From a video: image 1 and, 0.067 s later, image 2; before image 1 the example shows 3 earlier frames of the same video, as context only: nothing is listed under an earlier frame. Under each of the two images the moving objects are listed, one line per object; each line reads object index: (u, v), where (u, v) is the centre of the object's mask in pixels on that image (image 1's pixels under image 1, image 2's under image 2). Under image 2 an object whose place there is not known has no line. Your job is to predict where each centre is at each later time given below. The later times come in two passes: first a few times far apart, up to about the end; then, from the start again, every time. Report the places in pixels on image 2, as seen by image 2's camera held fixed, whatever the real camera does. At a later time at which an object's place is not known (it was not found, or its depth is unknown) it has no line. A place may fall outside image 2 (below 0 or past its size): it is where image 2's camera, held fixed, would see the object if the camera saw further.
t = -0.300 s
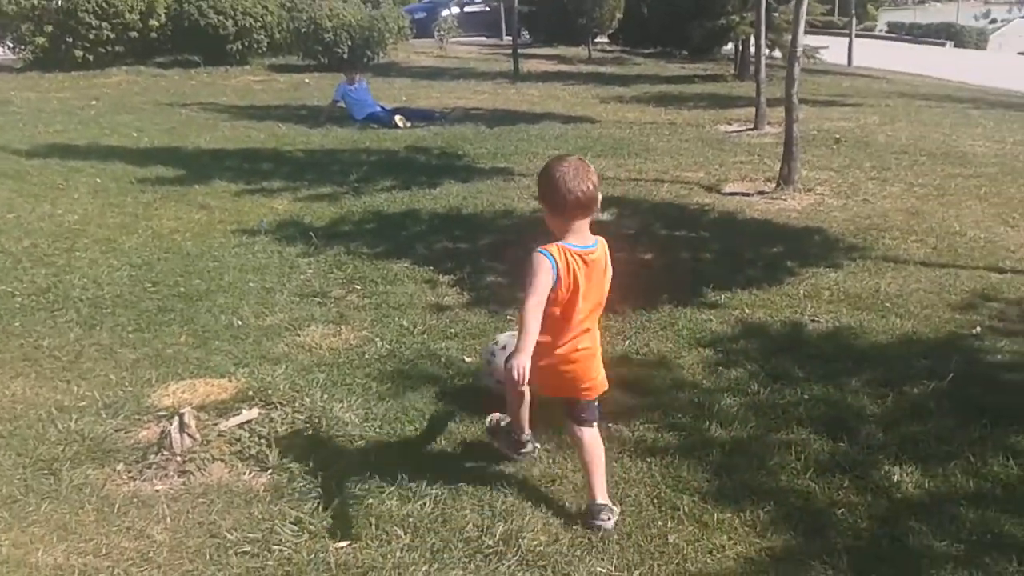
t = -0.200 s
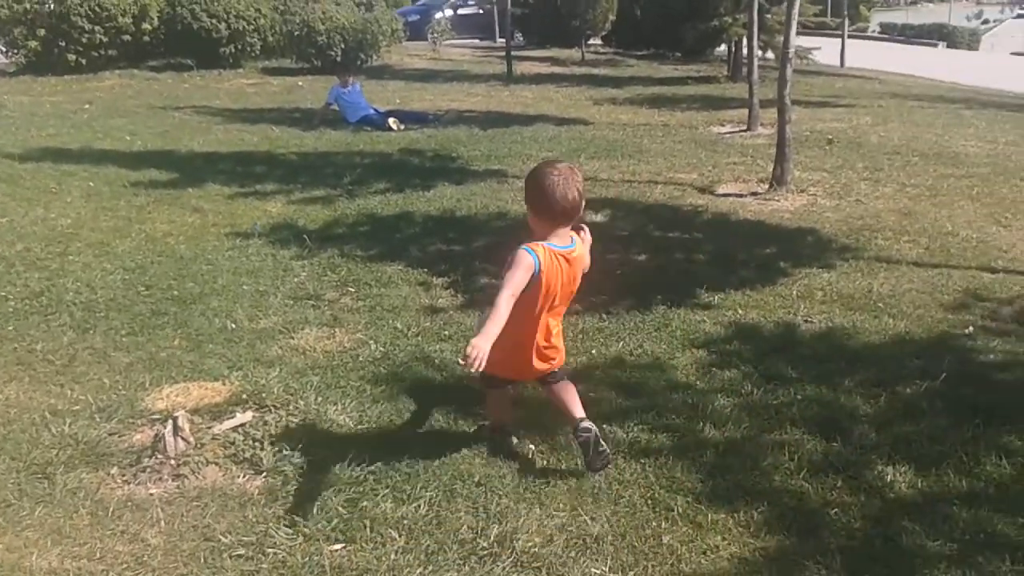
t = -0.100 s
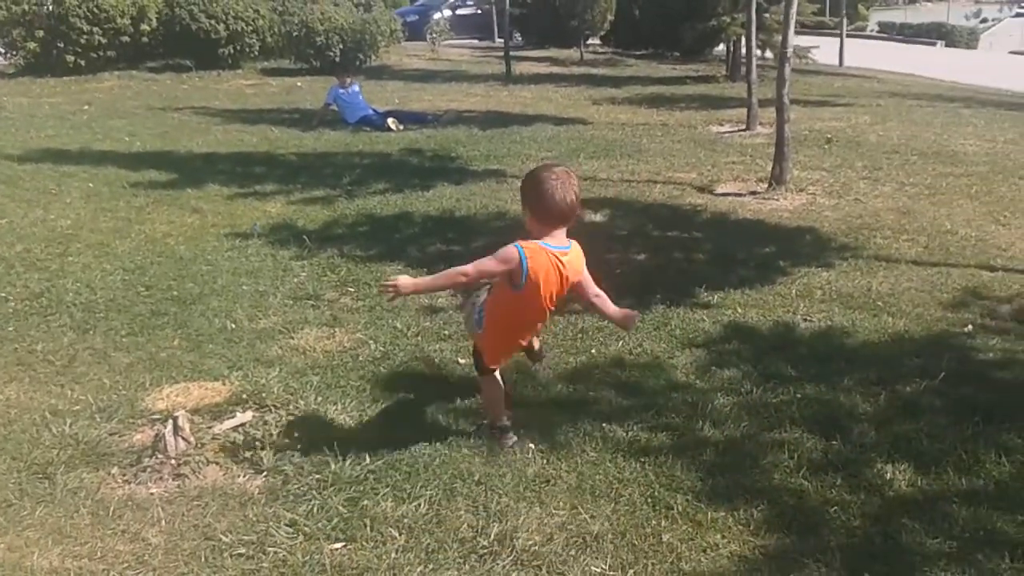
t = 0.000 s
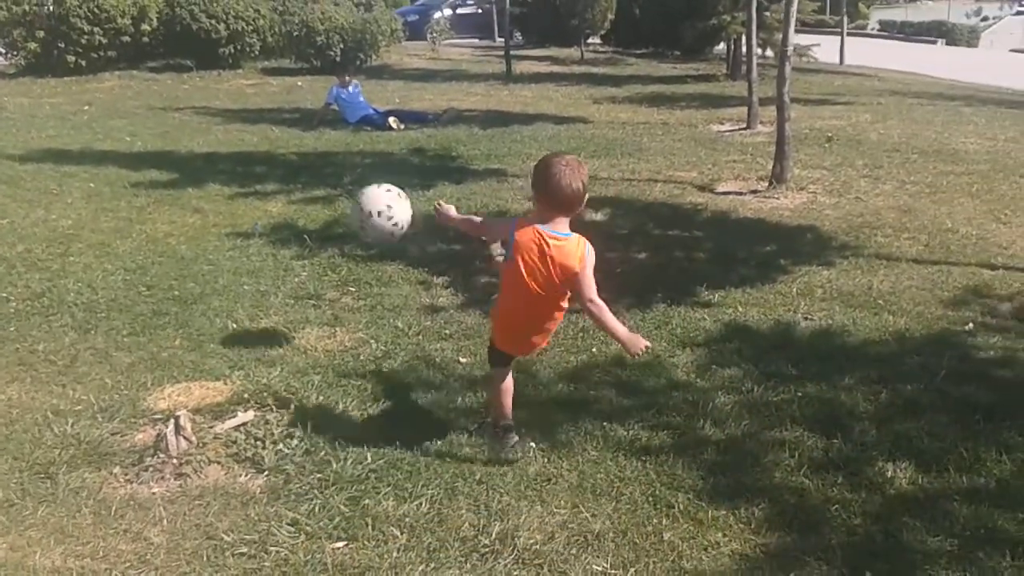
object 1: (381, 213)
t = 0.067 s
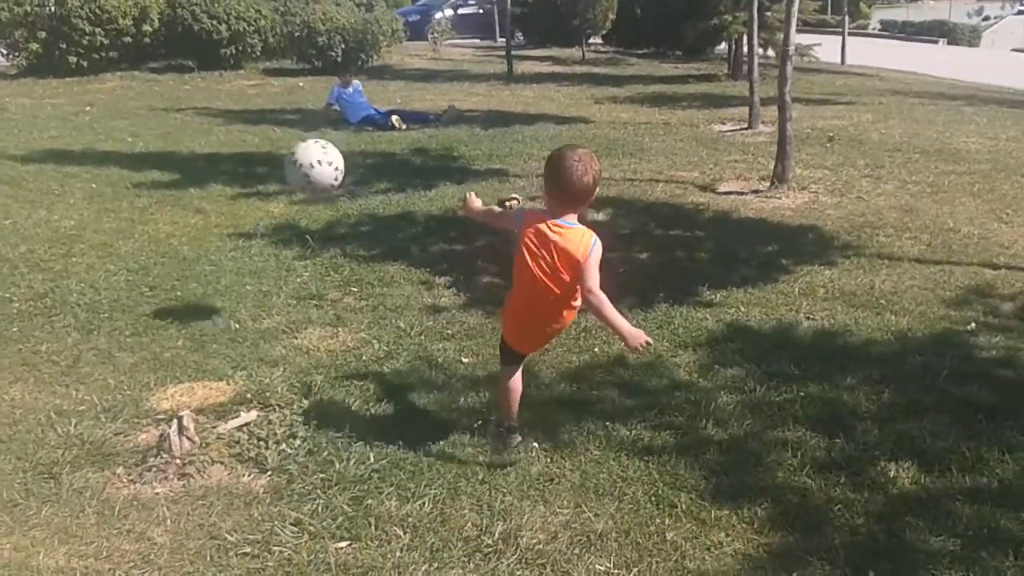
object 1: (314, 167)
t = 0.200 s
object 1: (201, 121)
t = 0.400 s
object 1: (82, 132)
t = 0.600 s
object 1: (6, 204)
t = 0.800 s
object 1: (-31, 147)
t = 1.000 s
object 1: (-55, 152)
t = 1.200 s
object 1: (-75, 152)
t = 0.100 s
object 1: (283, 150)
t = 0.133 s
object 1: (254, 138)
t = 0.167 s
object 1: (226, 127)
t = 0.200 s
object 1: (201, 121)
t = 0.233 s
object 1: (176, 117)
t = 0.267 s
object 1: (155, 116)
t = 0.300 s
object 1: (134, 118)
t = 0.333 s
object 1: (115, 122)
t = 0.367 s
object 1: (98, 127)
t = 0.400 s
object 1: (82, 132)
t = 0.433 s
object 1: (67, 142)
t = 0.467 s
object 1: (52, 155)
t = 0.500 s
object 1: (38, 167)
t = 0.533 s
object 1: (27, 180)
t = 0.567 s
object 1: (15, 196)
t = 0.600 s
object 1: (6, 204)
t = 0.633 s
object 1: (-2, 193)
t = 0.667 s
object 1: (-9, 178)
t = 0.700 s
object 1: (-15, 168)
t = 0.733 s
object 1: (-21, 159)
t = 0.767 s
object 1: (-26, 152)
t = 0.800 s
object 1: (-31, 147)
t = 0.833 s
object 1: (-36, 143)
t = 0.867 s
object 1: (-40, 142)
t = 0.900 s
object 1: (-44, 142)
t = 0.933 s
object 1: (-49, 143)
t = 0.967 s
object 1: (-51, 147)
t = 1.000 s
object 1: (-55, 152)
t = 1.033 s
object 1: (-57, 159)
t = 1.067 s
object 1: (-59, 166)
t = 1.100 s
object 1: (-63, 167)
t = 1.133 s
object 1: (-68, 161)
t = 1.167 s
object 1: (-72, 155)
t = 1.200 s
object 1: (-75, 152)
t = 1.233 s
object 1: (-79, 150)
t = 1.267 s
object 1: (-83, 149)
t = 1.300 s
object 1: (-86, 150)
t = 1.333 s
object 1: (-89, 152)
